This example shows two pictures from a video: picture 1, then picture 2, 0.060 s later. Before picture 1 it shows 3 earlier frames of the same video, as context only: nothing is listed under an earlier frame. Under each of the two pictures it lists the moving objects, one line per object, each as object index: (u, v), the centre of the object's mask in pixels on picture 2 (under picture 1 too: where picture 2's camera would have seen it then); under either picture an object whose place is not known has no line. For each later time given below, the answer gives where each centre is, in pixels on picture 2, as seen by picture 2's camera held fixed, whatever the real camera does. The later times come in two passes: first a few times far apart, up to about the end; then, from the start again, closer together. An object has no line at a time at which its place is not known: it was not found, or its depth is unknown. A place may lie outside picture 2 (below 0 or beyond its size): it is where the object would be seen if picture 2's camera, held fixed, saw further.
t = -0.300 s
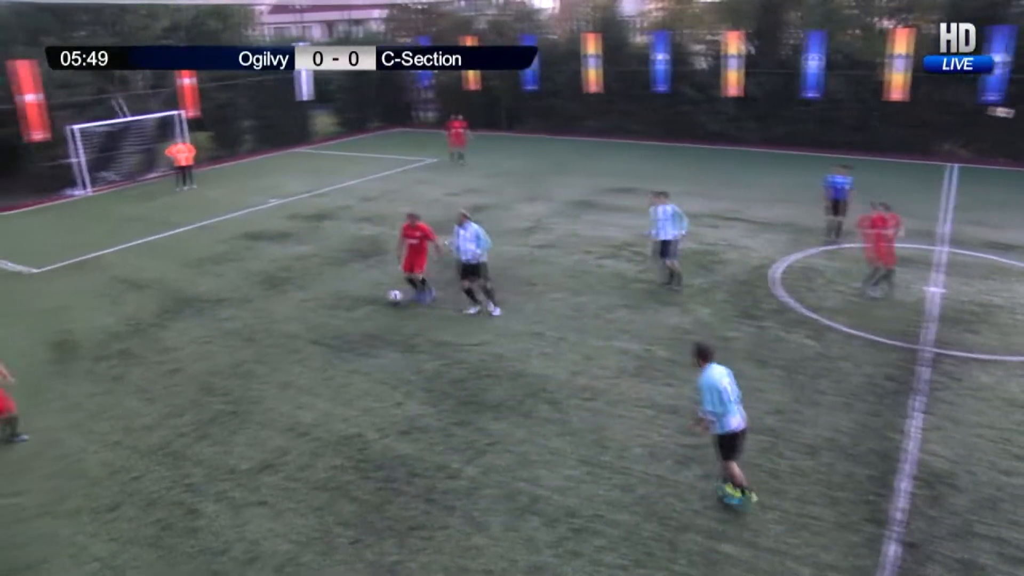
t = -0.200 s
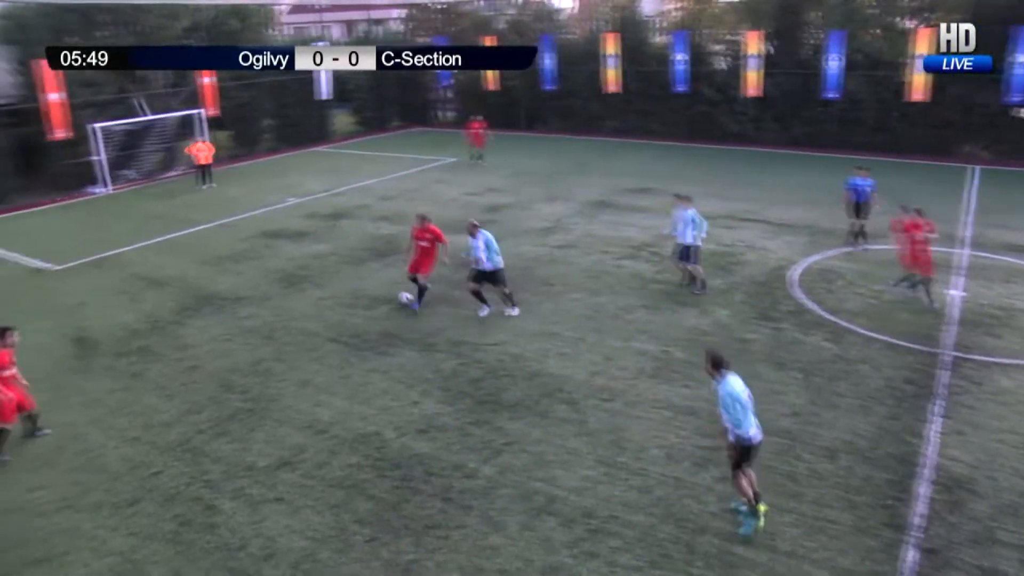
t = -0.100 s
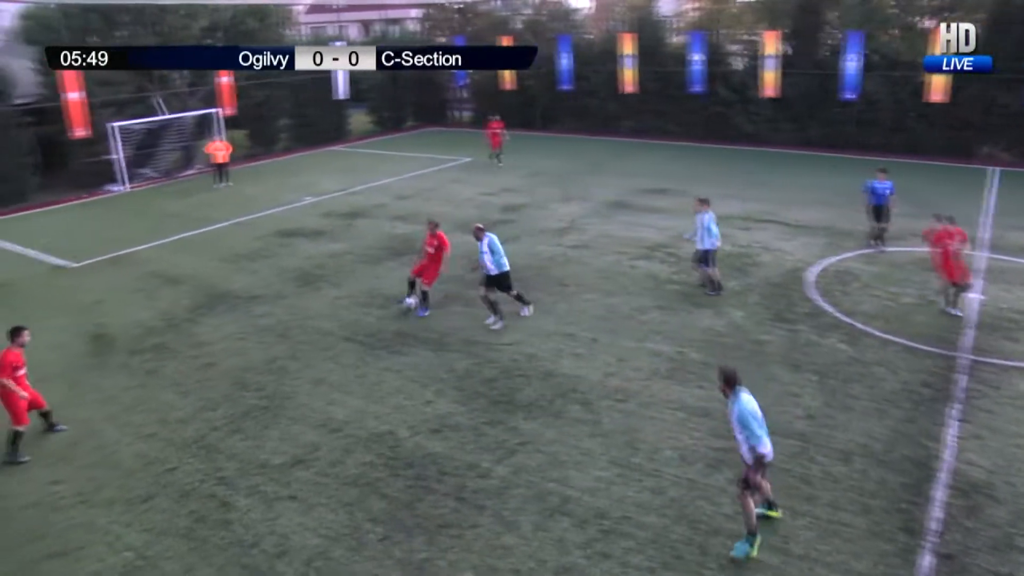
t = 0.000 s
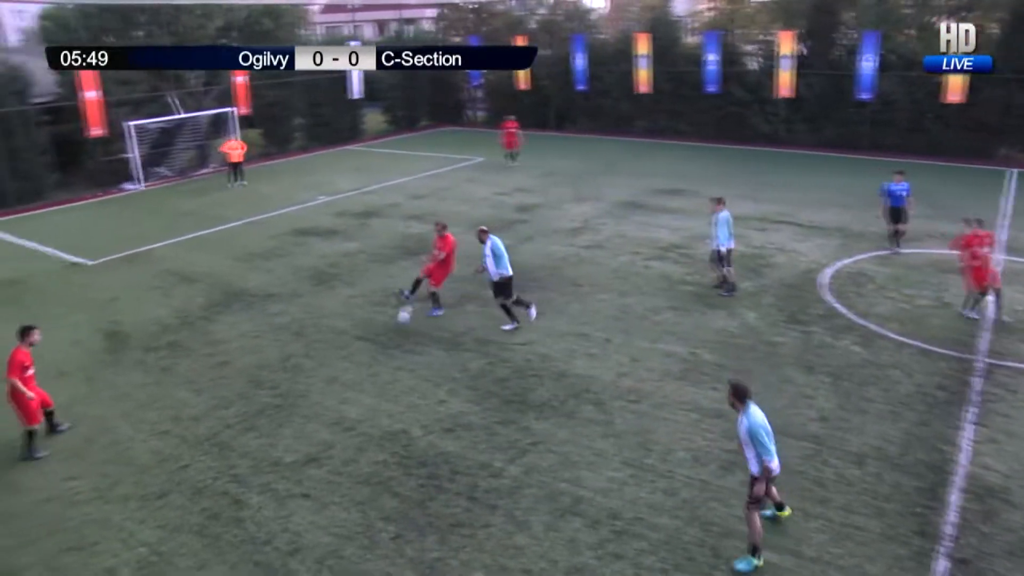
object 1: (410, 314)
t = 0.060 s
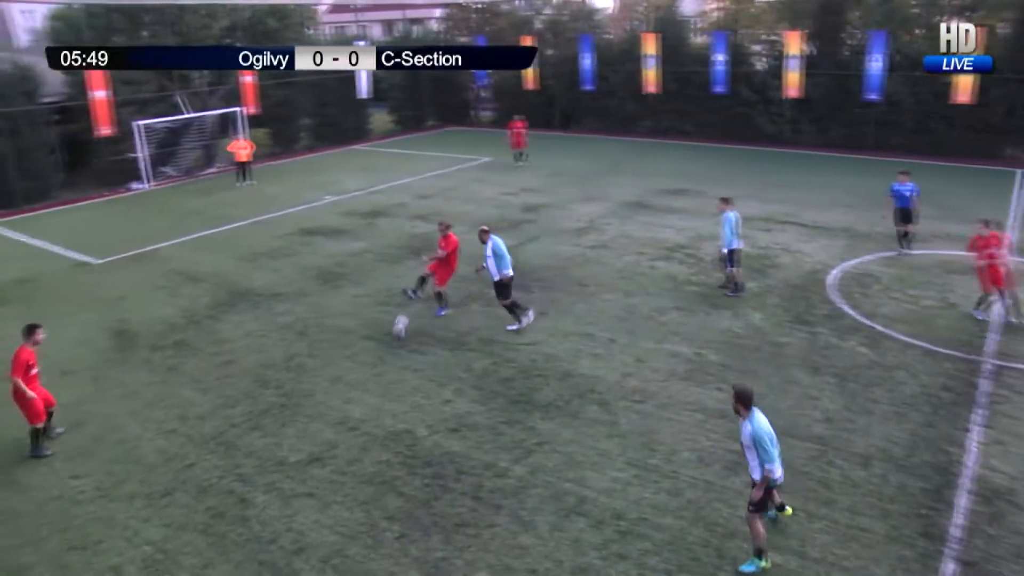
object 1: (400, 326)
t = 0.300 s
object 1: (342, 371)
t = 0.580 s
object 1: (269, 422)
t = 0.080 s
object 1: (394, 331)
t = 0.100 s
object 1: (388, 334)
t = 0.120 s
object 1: (385, 339)
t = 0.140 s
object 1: (382, 340)
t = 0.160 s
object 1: (379, 343)
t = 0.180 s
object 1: (372, 346)
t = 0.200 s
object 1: (367, 350)
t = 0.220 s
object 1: (363, 354)
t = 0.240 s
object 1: (360, 355)
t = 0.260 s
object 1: (356, 359)
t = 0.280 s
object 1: (348, 366)
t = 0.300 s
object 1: (342, 371)
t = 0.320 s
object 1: (338, 375)
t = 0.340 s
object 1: (335, 377)
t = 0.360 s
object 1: (332, 379)
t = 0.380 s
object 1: (324, 382)
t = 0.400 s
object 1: (318, 386)
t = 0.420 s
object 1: (313, 390)
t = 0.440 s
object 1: (309, 392)
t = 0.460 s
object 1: (305, 395)
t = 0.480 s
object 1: (298, 402)
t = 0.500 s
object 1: (291, 406)
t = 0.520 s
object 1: (286, 412)
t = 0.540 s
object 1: (282, 414)
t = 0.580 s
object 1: (269, 422)
